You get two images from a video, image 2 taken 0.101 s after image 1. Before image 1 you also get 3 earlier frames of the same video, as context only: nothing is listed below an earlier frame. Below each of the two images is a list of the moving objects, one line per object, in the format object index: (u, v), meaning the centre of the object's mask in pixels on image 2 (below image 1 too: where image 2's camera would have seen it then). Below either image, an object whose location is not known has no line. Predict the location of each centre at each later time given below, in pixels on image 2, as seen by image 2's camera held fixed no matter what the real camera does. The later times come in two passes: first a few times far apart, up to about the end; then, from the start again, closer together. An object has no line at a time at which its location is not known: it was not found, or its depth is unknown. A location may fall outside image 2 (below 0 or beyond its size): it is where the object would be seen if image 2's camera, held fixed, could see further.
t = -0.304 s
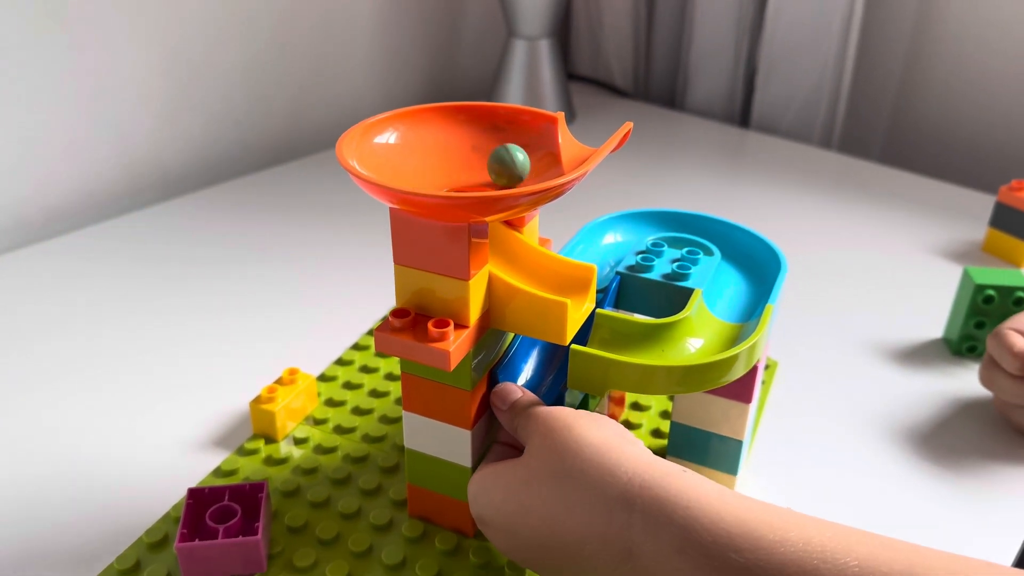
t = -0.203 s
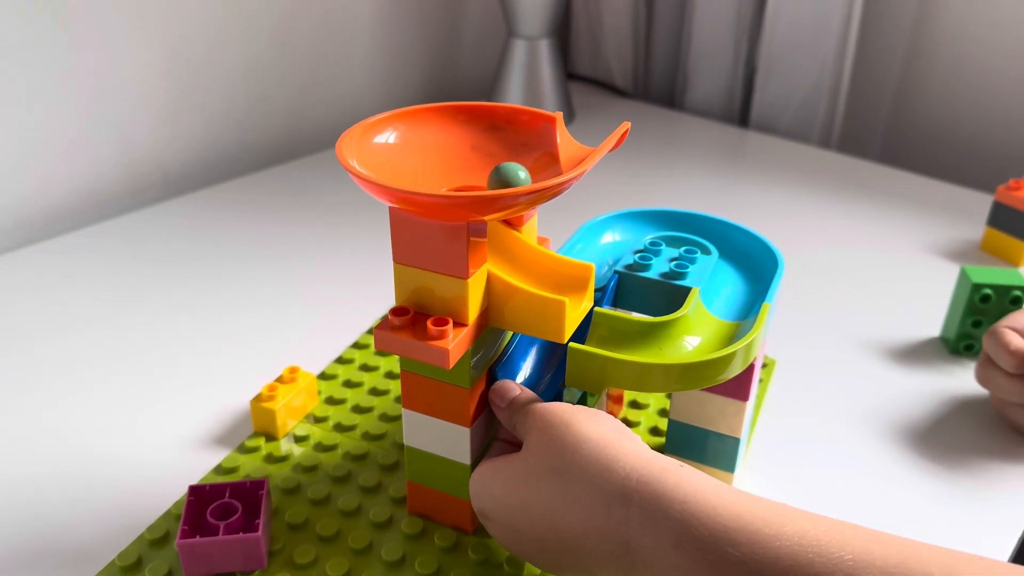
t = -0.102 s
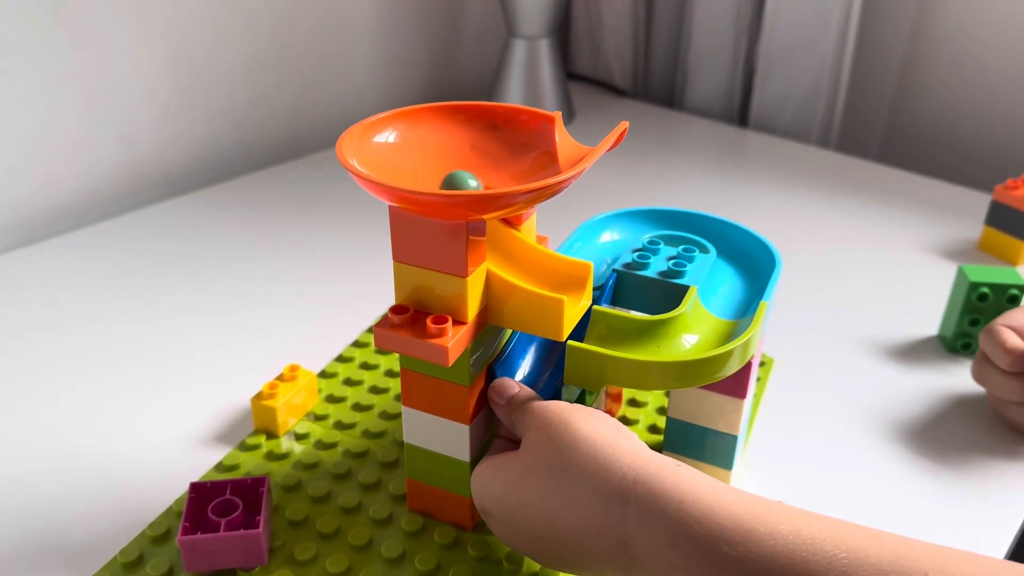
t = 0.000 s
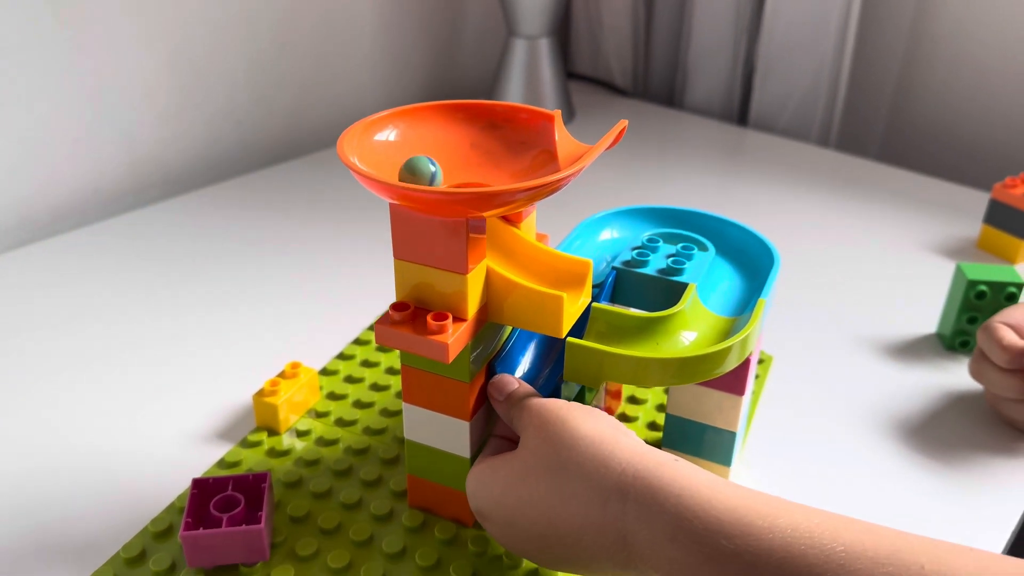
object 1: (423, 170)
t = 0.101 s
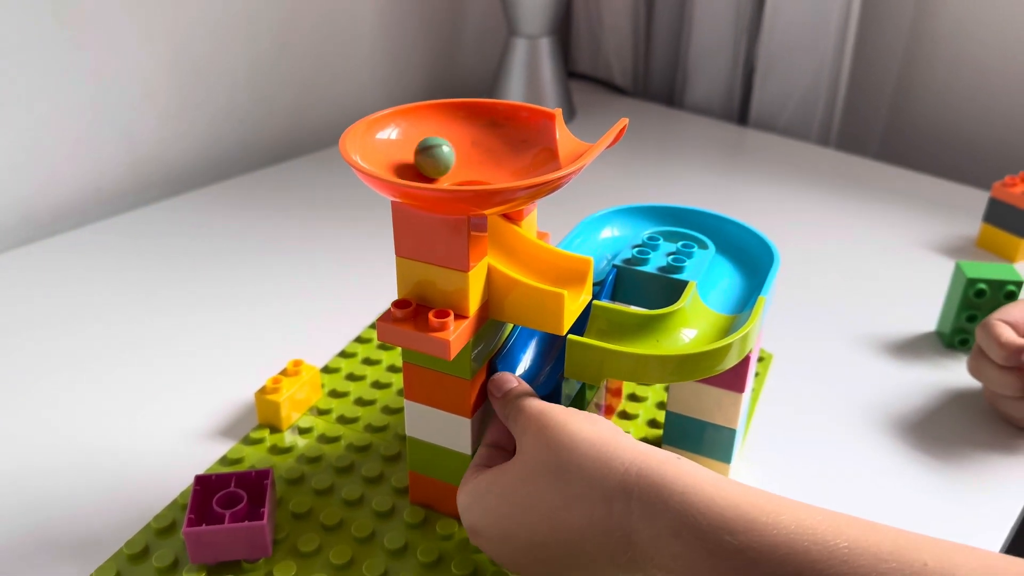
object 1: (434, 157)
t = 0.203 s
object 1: (482, 155)
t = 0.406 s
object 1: (496, 174)
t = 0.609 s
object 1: (421, 167)
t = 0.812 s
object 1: (494, 158)
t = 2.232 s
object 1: (450, 175)
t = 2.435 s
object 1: (446, 164)
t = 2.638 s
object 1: (508, 167)
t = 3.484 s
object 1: (574, 281)
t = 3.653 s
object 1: (735, 297)
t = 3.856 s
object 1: (742, 237)
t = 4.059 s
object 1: (631, 224)
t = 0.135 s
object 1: (449, 154)
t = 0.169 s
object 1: (465, 154)
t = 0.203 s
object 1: (482, 155)
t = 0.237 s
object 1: (497, 157)
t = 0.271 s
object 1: (508, 161)
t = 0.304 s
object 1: (514, 164)
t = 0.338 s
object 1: (514, 167)
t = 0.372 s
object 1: (508, 171)
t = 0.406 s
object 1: (496, 174)
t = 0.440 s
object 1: (481, 176)
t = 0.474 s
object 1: (463, 177)
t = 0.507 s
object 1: (446, 176)
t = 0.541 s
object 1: (432, 173)
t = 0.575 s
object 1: (423, 170)
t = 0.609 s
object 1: (421, 167)
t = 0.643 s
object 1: (424, 164)
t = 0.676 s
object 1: (434, 161)
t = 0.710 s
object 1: (447, 158)
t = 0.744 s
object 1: (463, 156)
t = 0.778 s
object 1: (479, 156)
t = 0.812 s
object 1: (494, 158)
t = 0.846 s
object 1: (505, 161)
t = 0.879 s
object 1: (512, 164)
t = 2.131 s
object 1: (494, 172)
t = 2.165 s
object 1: (481, 174)
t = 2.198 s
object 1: (466, 175)
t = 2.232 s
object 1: (450, 175)
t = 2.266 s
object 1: (438, 173)
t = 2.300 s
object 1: (429, 171)
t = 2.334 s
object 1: (426, 168)
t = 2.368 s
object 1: (428, 167)
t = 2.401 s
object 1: (435, 165)
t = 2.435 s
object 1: (446, 164)
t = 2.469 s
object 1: (460, 163)
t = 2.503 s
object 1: (474, 163)
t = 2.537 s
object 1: (488, 163)
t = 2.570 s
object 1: (499, 164)
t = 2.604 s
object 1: (506, 165)
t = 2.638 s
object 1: (508, 167)
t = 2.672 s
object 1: (505, 169)
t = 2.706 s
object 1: (498, 171)
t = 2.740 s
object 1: (486, 173)
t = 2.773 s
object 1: (472, 174)
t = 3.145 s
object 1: (490, 169)
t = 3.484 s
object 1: (574, 281)
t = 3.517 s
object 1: (611, 300)
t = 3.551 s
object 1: (647, 334)
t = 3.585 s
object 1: (680, 330)
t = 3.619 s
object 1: (716, 322)
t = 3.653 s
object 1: (735, 297)
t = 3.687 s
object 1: (738, 287)
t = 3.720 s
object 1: (733, 286)
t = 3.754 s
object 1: (731, 269)
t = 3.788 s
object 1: (742, 261)
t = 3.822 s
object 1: (750, 246)
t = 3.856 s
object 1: (742, 237)
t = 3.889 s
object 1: (724, 236)
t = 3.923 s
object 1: (704, 225)
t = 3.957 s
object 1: (684, 218)
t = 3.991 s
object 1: (665, 214)
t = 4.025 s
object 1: (647, 218)
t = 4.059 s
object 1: (631, 224)
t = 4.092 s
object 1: (618, 230)
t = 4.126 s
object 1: (605, 233)
